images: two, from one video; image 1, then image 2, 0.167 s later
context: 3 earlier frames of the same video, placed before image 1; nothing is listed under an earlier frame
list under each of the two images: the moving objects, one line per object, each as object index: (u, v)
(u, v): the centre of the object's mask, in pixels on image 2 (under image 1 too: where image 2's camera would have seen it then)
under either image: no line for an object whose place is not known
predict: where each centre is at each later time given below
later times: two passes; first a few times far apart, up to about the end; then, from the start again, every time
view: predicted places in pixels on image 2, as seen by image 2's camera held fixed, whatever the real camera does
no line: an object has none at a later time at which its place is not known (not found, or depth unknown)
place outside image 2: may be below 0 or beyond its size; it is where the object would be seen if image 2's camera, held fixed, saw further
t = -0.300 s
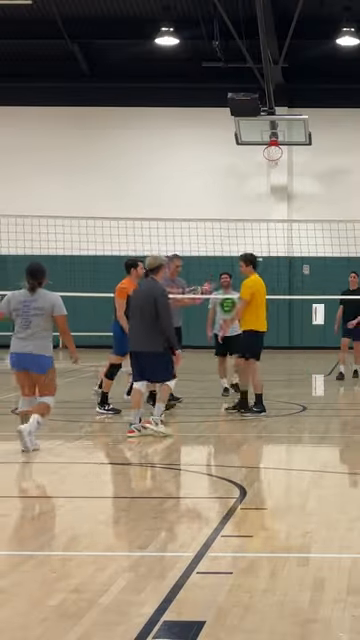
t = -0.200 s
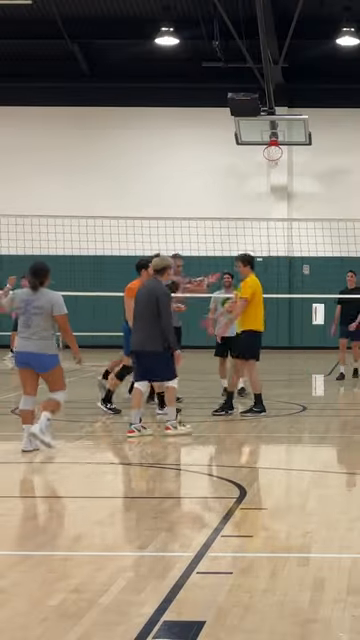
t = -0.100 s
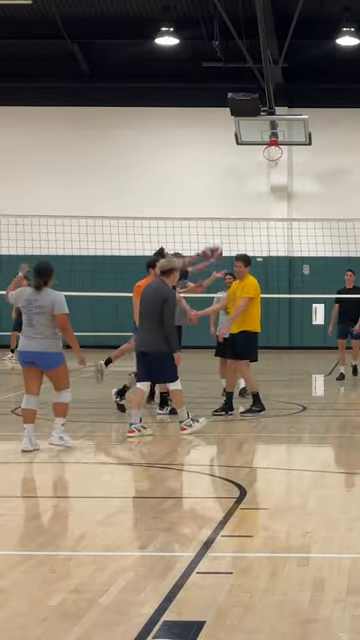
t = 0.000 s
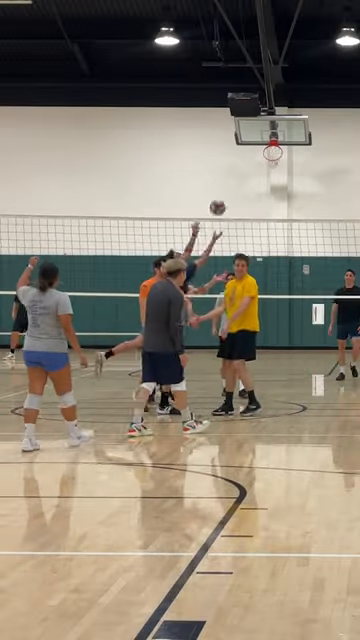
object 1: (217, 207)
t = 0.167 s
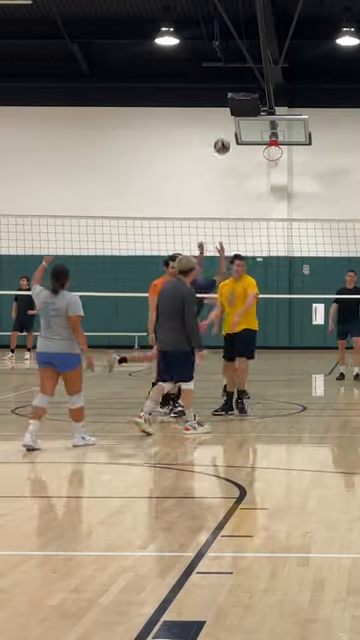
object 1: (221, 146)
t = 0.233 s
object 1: (223, 127)
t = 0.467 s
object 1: (230, 87)
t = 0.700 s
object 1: (236, 90)
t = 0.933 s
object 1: (243, 142)
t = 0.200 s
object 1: (222, 136)
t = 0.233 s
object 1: (223, 127)
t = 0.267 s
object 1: (223, 119)
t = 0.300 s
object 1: (224, 111)
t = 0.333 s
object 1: (226, 104)
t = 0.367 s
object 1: (227, 98)
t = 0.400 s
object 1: (227, 94)
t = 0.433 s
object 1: (229, 90)
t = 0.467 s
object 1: (230, 87)
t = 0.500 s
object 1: (231, 85)
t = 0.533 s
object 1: (231, 83)
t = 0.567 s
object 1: (232, 83)
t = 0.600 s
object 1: (233, 83)
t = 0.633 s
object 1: (234, 84)
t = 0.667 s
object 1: (235, 87)
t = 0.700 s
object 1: (236, 90)
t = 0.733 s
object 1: (237, 94)
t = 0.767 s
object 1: (238, 100)
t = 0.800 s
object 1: (239, 106)
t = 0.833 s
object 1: (240, 113)
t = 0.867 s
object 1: (242, 122)
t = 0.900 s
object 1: (243, 133)
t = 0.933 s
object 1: (243, 142)
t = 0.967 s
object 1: (245, 154)
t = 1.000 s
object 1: (245, 167)
